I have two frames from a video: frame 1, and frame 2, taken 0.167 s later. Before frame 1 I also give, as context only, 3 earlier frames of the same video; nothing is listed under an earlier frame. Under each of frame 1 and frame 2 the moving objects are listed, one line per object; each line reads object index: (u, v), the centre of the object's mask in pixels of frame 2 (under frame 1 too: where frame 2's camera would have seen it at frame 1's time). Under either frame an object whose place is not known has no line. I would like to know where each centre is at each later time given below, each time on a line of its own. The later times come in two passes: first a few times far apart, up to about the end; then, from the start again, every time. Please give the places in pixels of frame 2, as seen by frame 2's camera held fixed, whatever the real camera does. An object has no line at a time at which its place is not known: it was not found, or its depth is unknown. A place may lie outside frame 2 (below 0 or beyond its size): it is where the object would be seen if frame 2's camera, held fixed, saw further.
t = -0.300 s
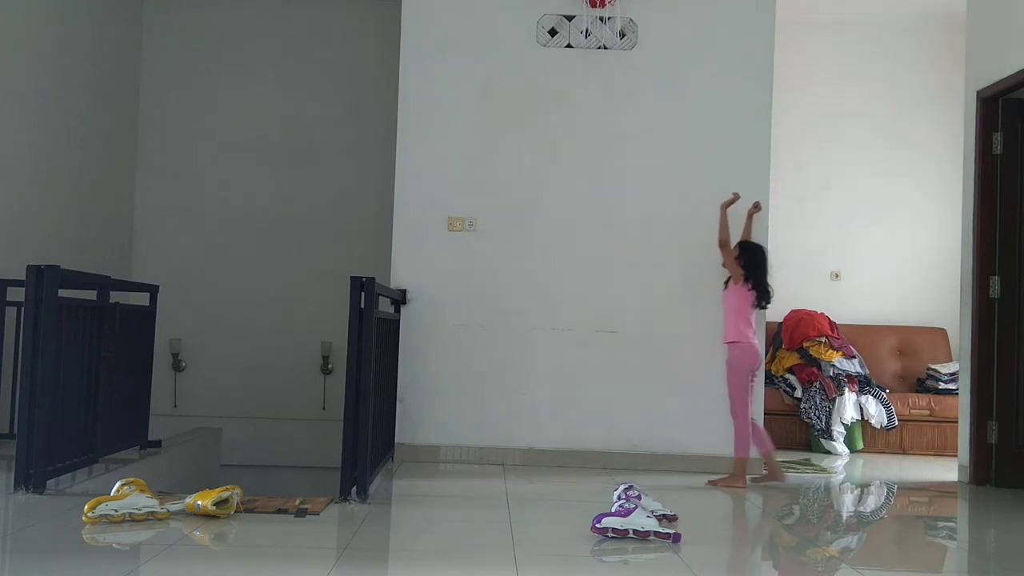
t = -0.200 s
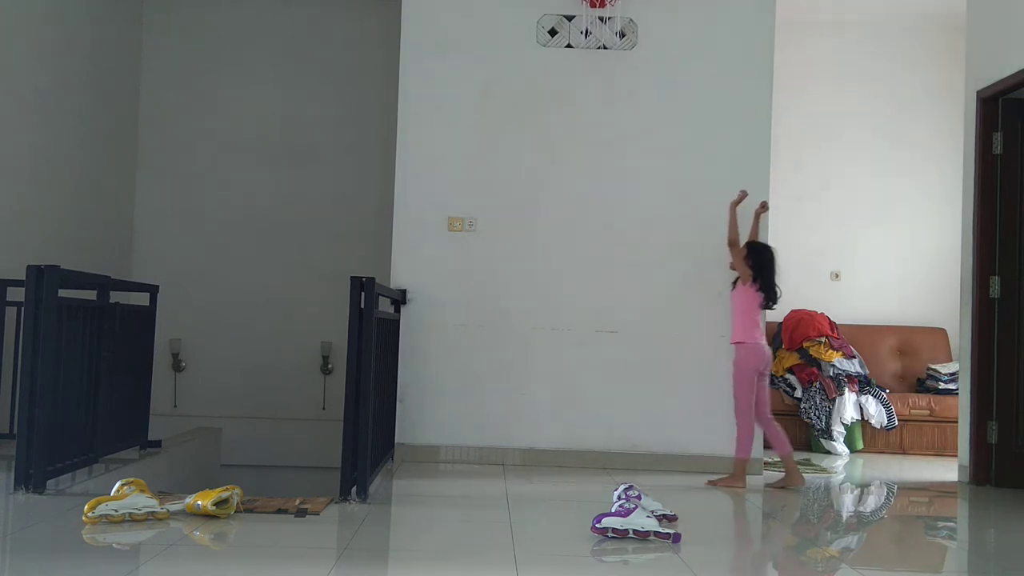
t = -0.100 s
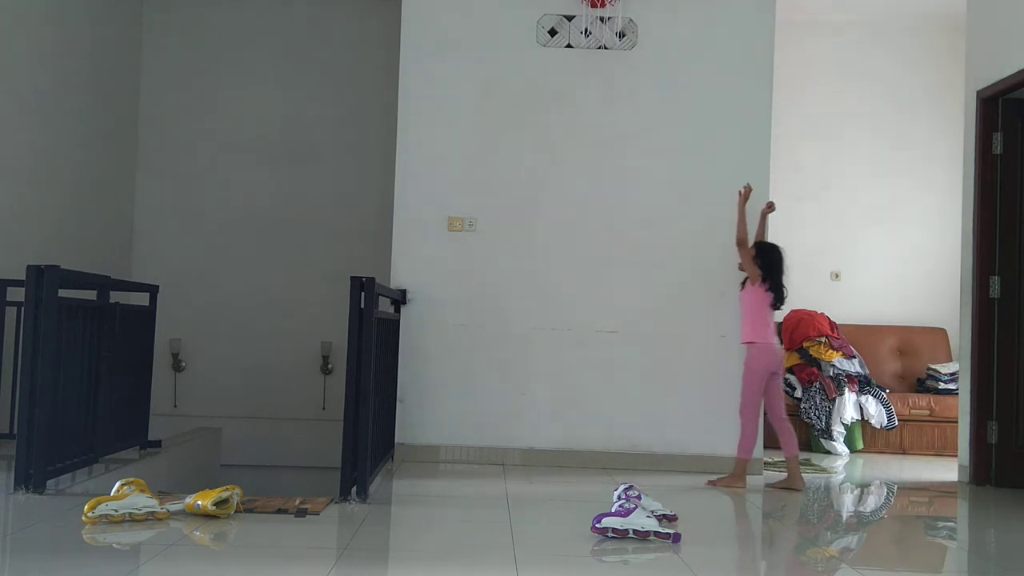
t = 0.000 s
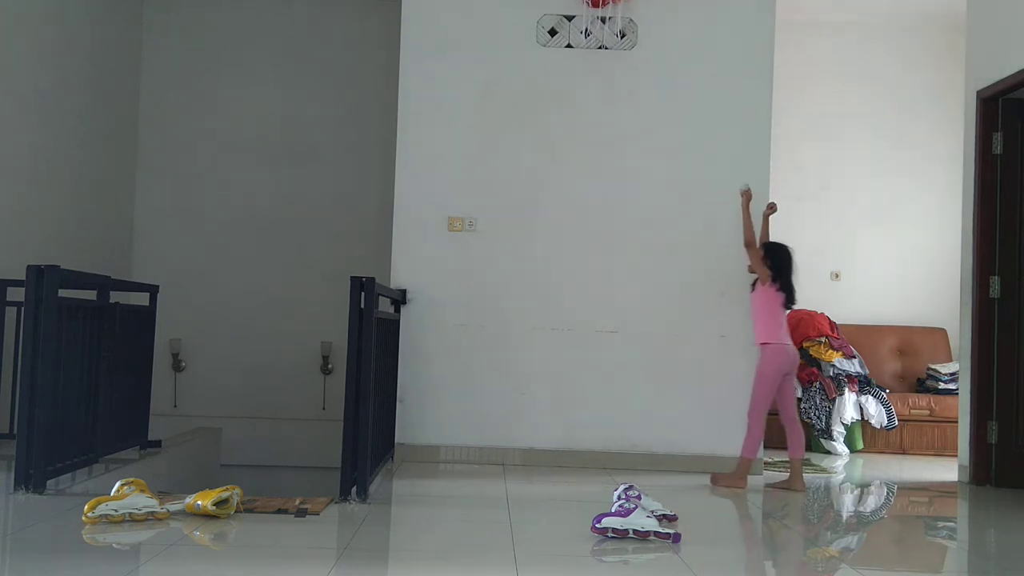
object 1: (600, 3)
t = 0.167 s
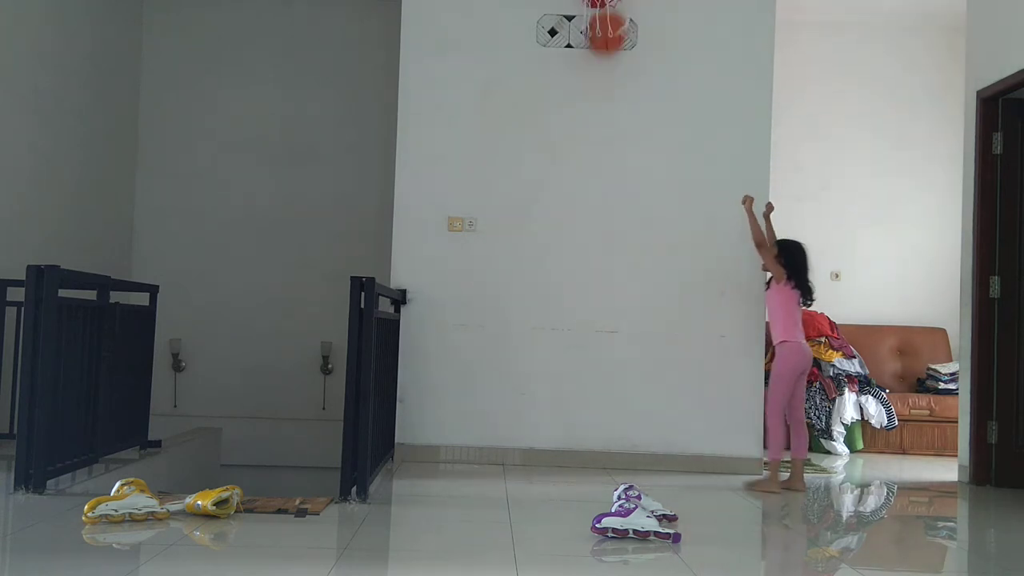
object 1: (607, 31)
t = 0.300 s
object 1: (597, 102)
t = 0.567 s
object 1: (577, 305)
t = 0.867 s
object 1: (559, 325)
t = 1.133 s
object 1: (543, 189)
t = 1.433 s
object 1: (519, 175)
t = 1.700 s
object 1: (492, 298)
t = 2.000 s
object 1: (465, 372)
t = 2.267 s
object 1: (448, 246)
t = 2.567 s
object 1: (422, 256)
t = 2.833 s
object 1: (410, 404)
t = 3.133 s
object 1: (435, 344)
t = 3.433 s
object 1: (460, 318)
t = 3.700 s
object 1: (477, 454)
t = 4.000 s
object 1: (509, 358)
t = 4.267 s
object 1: (534, 380)
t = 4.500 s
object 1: (555, 471)
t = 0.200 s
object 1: (603, 50)
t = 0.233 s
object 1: (601, 64)
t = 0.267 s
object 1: (599, 82)
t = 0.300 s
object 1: (597, 102)
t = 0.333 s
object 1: (594, 123)
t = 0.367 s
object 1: (592, 146)
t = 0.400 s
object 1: (589, 171)
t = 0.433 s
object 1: (586, 198)
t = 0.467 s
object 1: (584, 223)
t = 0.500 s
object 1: (582, 248)
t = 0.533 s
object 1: (580, 276)
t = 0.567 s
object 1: (577, 305)
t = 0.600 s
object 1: (575, 338)
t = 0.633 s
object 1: (573, 372)
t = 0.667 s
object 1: (570, 407)
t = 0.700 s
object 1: (567, 445)
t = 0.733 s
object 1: (566, 433)
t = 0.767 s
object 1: (564, 403)
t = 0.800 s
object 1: (562, 375)
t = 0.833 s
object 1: (560, 350)
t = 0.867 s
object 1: (559, 325)
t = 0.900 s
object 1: (557, 302)
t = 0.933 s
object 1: (556, 280)
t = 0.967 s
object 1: (553, 261)
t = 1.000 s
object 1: (552, 243)
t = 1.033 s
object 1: (549, 227)
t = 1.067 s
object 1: (548, 212)
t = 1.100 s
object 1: (545, 199)
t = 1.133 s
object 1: (543, 189)
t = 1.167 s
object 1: (541, 180)
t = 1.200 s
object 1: (538, 173)
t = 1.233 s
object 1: (536, 168)
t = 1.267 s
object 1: (533, 165)
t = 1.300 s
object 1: (530, 163)
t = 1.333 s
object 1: (528, 163)
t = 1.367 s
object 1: (525, 166)
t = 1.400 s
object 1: (522, 170)
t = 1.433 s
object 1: (519, 175)
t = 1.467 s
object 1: (516, 184)
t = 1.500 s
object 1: (513, 193)
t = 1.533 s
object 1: (509, 206)
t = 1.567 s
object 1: (506, 220)
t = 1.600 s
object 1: (503, 236)
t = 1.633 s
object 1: (499, 255)
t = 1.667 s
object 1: (495, 275)
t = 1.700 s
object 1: (492, 298)
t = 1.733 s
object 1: (488, 322)
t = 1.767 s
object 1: (484, 351)
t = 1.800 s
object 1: (480, 380)
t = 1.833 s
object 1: (477, 411)
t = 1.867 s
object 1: (472, 447)
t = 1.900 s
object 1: (470, 451)
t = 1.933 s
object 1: (469, 421)
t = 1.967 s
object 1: (467, 395)
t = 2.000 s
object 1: (465, 372)
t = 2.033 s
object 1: (463, 349)
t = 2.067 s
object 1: (462, 328)
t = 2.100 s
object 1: (460, 309)
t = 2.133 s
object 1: (458, 293)
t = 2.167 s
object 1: (455, 278)
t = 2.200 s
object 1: (453, 266)
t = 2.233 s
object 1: (451, 255)
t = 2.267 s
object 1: (448, 246)
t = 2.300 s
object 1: (445, 239)
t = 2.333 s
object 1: (443, 234)
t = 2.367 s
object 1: (440, 231)
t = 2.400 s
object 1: (437, 230)
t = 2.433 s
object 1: (435, 231)
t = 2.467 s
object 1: (432, 234)
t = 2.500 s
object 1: (428, 239)
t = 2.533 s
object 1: (425, 247)
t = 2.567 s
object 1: (422, 256)
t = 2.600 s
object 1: (418, 268)
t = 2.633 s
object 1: (415, 282)
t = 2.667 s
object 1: (412, 298)
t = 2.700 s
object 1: (407, 318)
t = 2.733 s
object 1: (406, 338)
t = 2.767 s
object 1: (408, 358)
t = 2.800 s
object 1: (409, 380)
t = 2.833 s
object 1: (410, 404)
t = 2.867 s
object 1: (410, 432)
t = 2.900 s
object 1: (411, 459)
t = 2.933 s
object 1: (414, 457)
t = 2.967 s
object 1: (418, 434)
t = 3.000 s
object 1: (422, 410)
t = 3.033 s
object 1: (425, 390)
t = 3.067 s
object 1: (429, 373)
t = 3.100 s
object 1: (432, 358)
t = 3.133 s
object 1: (435, 344)
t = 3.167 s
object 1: (438, 333)
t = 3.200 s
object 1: (441, 323)
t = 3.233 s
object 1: (444, 316)
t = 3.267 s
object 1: (447, 311)
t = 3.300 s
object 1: (450, 308)
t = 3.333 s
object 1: (452, 307)
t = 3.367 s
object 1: (455, 309)
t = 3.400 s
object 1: (457, 312)
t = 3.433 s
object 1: (460, 318)
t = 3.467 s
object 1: (462, 326)
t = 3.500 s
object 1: (465, 337)
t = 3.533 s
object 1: (467, 351)
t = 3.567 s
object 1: (469, 367)
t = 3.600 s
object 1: (471, 384)
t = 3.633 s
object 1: (473, 405)
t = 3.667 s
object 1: (475, 430)
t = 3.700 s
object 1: (477, 454)
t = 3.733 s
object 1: (479, 479)
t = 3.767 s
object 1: (482, 461)
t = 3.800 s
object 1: (486, 440)
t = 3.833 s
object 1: (490, 420)
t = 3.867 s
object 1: (494, 404)
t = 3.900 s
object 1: (498, 389)
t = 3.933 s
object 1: (501, 376)
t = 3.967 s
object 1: (505, 366)
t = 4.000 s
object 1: (509, 358)
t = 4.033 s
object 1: (512, 352)
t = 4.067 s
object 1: (515, 349)
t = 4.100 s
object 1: (519, 348)
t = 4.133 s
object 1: (522, 350)
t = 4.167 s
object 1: (525, 353)
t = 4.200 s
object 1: (528, 360)
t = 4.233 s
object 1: (531, 369)
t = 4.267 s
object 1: (534, 380)
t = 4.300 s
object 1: (537, 394)
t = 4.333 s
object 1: (540, 412)
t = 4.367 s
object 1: (542, 432)
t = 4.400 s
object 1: (545, 454)
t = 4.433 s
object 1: (547, 481)
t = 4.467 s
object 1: (551, 493)
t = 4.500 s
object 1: (555, 471)
